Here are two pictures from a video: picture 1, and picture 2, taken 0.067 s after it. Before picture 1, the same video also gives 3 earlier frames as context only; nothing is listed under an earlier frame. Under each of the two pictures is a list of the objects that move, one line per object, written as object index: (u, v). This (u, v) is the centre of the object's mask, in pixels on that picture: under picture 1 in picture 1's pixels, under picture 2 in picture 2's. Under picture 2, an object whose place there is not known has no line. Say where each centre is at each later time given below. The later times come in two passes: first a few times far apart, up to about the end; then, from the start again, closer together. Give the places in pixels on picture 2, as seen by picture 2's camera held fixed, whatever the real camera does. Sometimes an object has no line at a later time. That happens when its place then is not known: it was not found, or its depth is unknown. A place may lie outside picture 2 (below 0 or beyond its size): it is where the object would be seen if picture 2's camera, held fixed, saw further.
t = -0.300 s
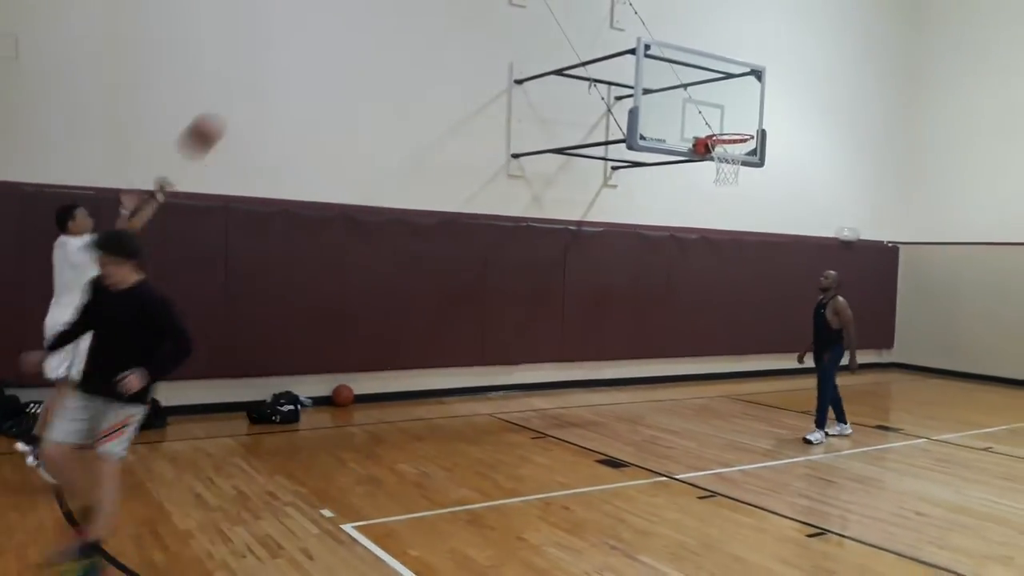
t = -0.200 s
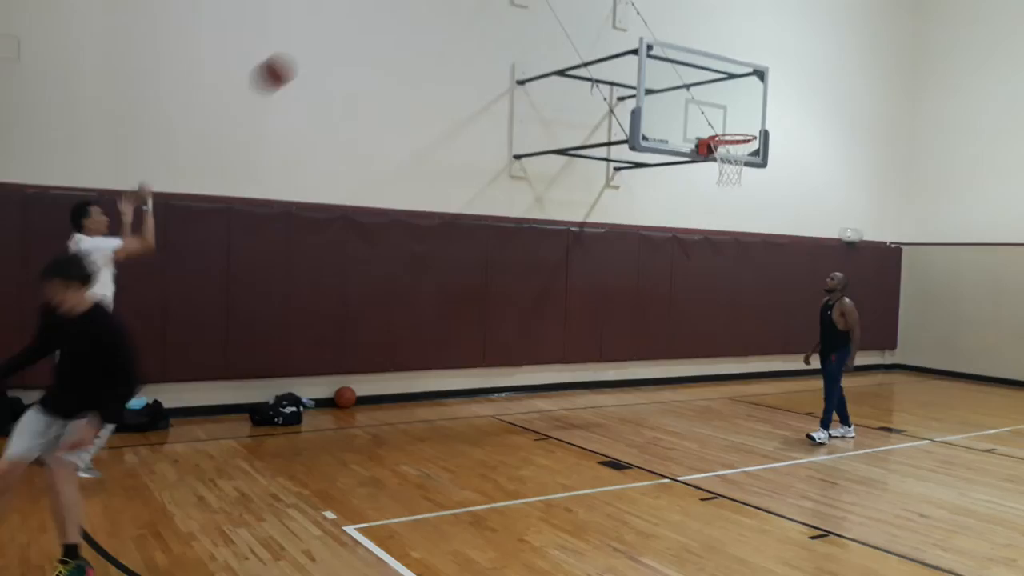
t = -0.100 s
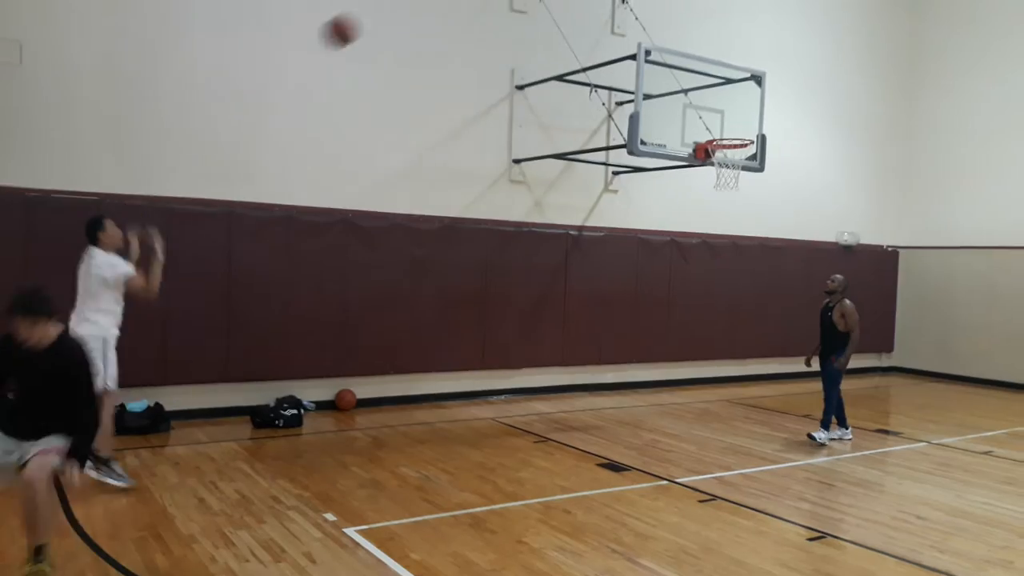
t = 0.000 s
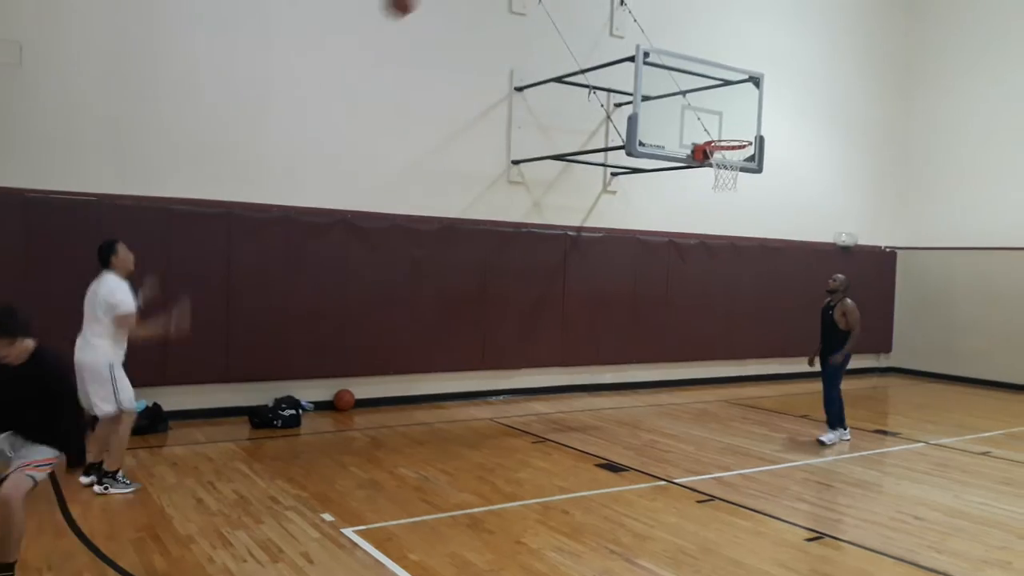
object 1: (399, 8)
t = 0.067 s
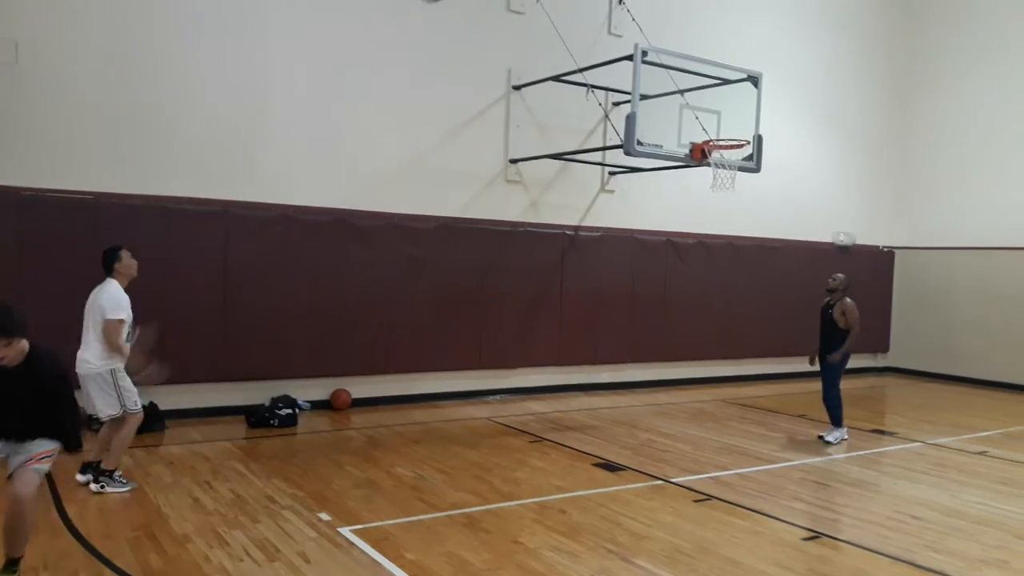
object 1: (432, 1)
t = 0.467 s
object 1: (624, 15)
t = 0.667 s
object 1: (698, 86)
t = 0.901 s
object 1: (701, 155)
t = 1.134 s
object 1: (695, 171)
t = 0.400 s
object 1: (595, 7)
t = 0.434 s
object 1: (610, 10)
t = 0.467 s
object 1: (624, 15)
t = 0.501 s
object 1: (637, 22)
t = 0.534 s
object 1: (650, 33)
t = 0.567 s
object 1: (663, 44)
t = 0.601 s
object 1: (674, 57)
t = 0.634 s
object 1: (687, 70)
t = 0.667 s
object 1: (698, 86)
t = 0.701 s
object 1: (710, 100)
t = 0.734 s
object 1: (720, 115)
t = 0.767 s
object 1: (731, 129)
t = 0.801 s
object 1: (735, 142)
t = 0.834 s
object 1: (721, 150)
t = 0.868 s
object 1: (704, 154)
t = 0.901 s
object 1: (701, 155)
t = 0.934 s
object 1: (699, 155)
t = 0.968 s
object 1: (697, 157)
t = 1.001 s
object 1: (696, 158)
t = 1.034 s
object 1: (696, 159)
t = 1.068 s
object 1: (696, 160)
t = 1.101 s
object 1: (696, 164)
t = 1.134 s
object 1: (695, 171)
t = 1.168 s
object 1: (694, 177)
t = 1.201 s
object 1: (694, 183)
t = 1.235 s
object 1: (693, 191)
